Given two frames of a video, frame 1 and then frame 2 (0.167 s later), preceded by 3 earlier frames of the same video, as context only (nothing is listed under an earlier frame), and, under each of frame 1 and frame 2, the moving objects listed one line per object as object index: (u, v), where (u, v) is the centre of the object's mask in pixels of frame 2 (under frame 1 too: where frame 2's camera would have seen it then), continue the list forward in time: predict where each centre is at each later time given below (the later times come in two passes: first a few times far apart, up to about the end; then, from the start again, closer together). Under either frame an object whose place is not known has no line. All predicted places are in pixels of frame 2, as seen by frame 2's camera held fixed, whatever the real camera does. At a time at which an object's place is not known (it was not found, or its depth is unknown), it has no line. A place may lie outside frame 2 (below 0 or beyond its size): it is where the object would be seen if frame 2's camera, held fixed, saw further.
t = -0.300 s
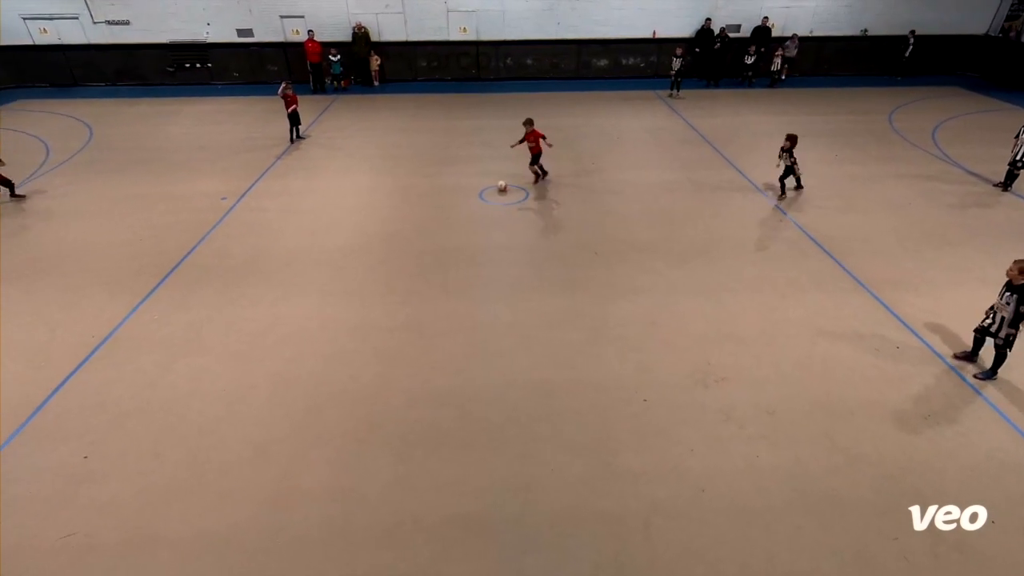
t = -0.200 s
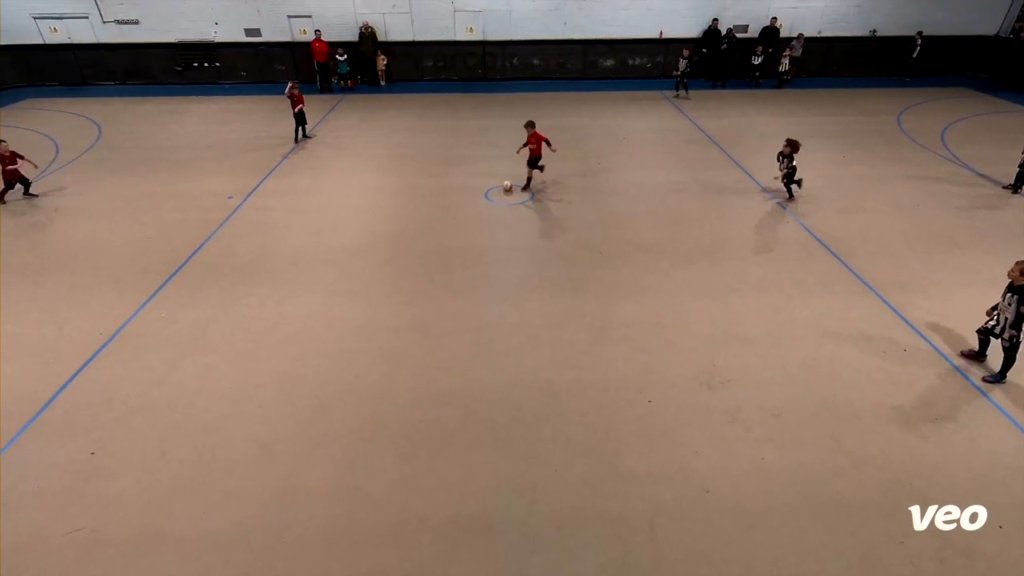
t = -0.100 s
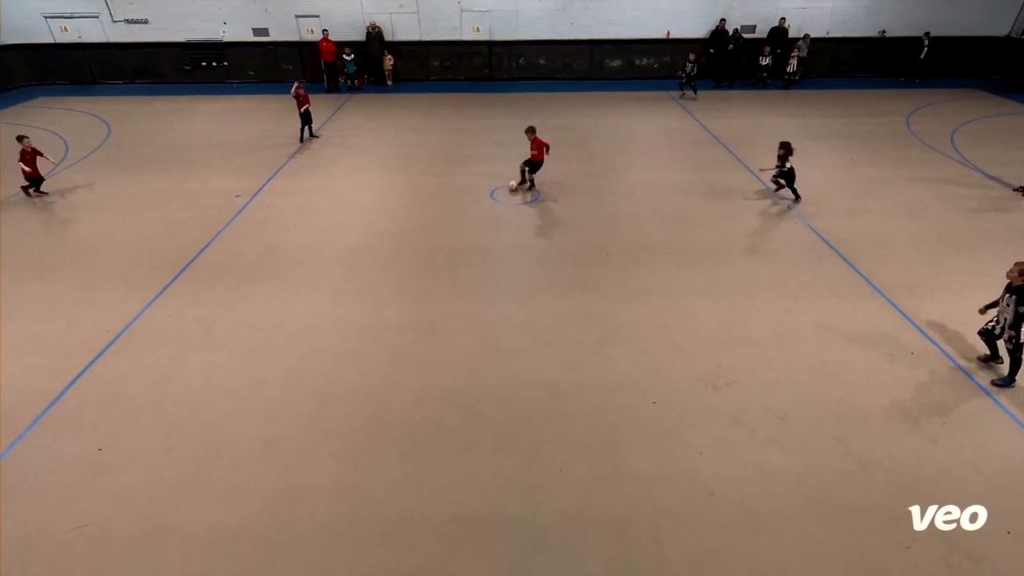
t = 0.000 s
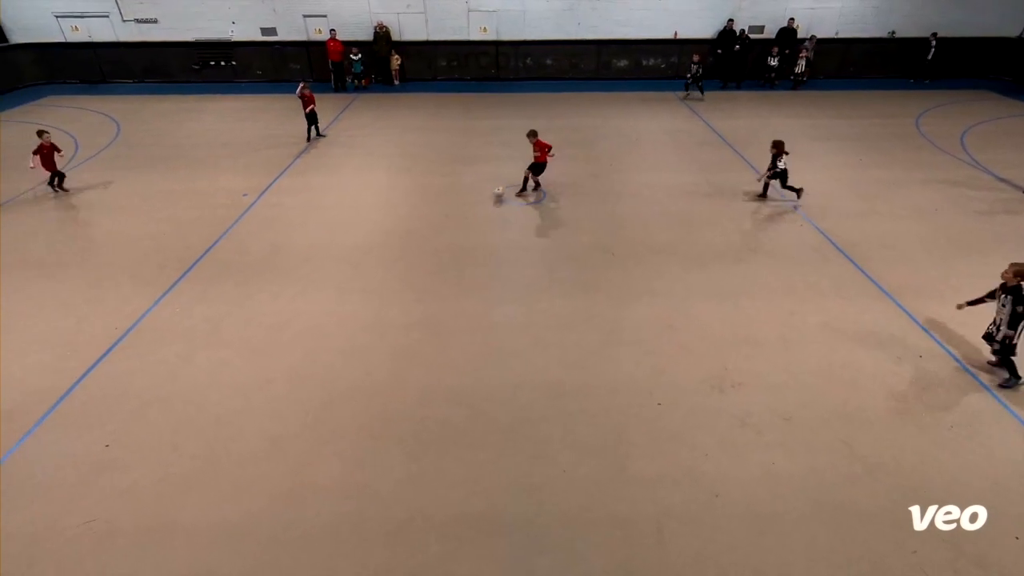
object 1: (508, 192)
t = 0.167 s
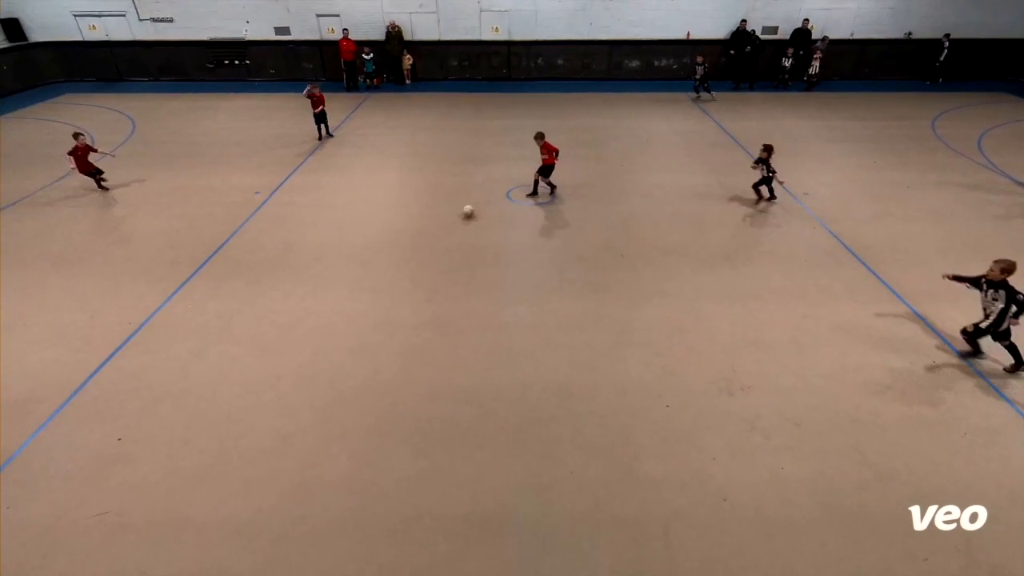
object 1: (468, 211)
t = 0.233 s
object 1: (453, 219)
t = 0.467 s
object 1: (404, 240)
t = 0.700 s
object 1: (362, 259)
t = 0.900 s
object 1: (325, 275)
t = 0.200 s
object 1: (461, 215)
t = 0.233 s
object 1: (453, 219)
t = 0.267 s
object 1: (445, 221)
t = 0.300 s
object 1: (439, 225)
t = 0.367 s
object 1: (423, 232)
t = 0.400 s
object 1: (417, 234)
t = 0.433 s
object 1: (410, 237)
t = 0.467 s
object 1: (404, 240)
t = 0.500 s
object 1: (397, 243)
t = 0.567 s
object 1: (384, 249)
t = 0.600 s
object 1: (379, 251)
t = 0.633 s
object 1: (373, 254)
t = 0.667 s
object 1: (368, 256)
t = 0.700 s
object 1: (362, 259)
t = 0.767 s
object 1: (349, 264)
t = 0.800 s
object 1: (343, 267)
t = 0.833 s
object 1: (337, 270)
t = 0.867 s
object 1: (331, 272)
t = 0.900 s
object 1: (325, 275)
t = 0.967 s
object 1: (312, 281)
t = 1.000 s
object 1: (305, 283)
